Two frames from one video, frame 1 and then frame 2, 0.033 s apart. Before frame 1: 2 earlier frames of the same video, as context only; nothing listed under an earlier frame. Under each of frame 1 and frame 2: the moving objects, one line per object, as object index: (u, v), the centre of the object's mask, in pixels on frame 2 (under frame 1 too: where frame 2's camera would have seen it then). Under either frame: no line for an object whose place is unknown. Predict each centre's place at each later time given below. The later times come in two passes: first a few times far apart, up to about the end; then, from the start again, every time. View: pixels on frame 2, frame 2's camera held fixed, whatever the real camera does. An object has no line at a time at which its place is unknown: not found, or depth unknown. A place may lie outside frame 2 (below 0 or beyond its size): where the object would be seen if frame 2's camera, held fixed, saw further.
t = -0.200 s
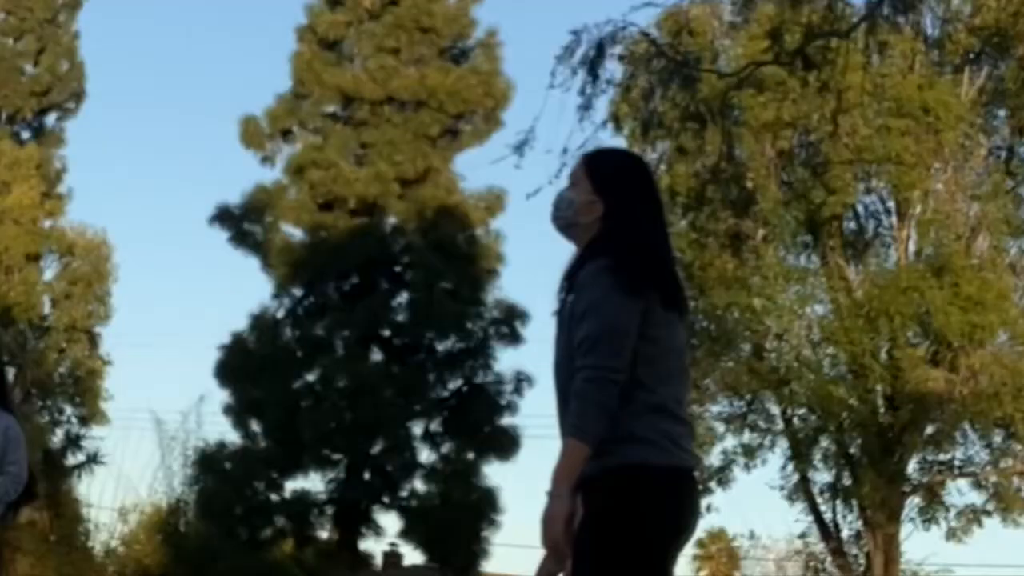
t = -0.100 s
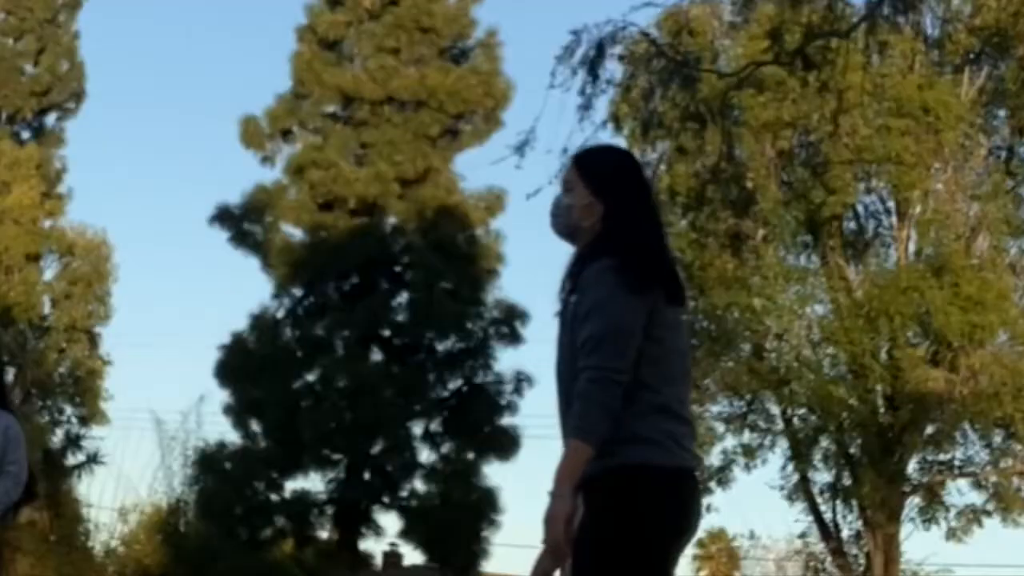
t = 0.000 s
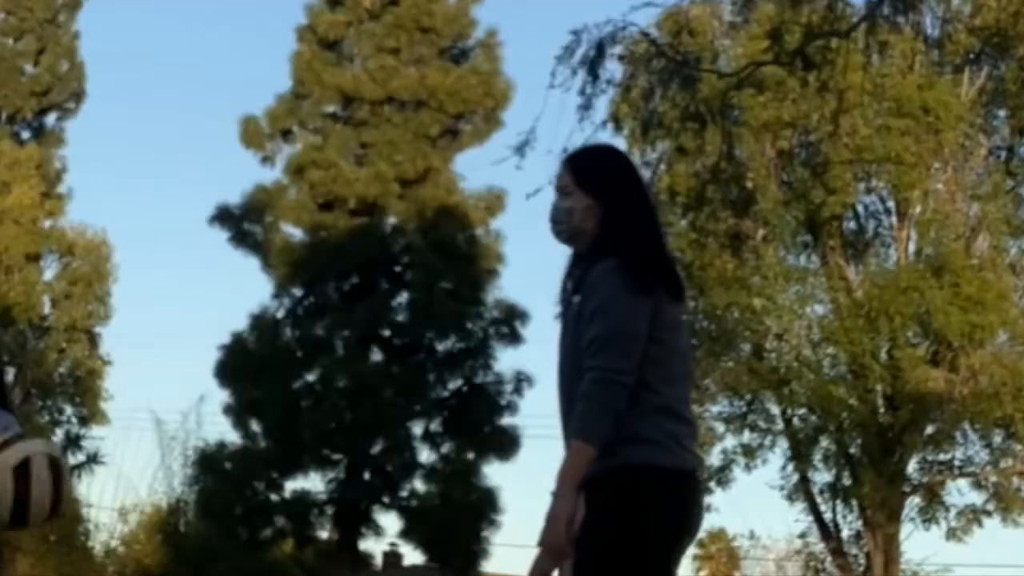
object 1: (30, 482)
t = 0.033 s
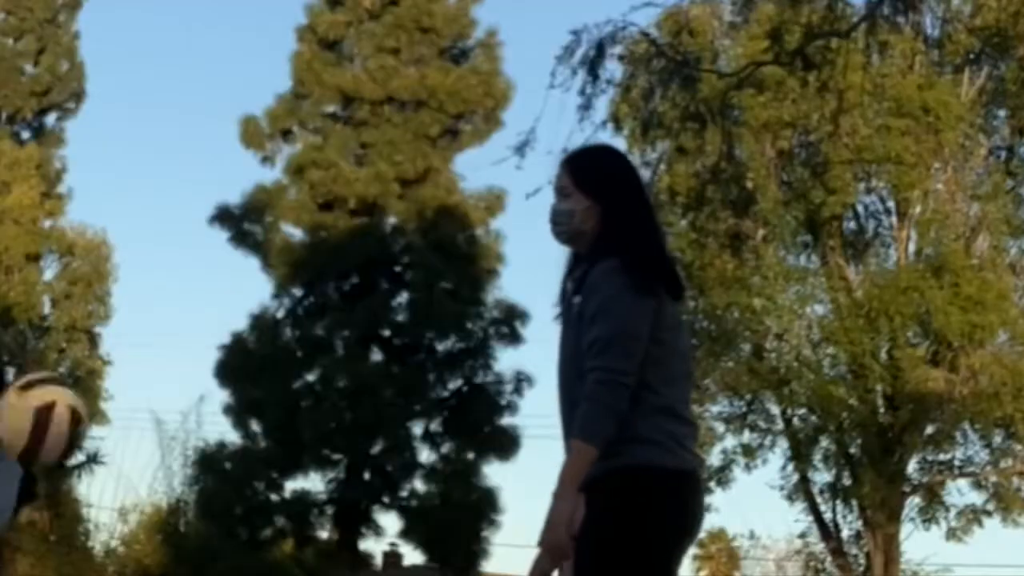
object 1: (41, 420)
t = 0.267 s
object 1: (140, 179)
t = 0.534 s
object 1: (206, 190)
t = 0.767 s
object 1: (233, 447)
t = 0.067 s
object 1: (57, 369)
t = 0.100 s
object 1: (73, 324)
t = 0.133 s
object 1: (89, 285)
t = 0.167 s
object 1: (103, 251)
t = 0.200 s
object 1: (116, 222)
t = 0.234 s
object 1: (129, 198)
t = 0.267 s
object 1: (140, 179)
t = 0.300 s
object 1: (151, 165)
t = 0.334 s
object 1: (161, 155)
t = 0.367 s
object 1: (170, 150)
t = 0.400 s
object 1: (178, 149)
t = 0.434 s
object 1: (187, 153)
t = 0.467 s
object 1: (194, 161)
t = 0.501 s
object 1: (200, 174)
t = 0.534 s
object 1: (206, 190)
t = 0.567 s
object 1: (211, 212)
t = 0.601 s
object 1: (217, 239)
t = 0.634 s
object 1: (222, 270)
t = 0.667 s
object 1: (224, 306)
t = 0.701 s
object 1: (229, 348)
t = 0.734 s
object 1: (232, 395)
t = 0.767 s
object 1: (233, 447)
